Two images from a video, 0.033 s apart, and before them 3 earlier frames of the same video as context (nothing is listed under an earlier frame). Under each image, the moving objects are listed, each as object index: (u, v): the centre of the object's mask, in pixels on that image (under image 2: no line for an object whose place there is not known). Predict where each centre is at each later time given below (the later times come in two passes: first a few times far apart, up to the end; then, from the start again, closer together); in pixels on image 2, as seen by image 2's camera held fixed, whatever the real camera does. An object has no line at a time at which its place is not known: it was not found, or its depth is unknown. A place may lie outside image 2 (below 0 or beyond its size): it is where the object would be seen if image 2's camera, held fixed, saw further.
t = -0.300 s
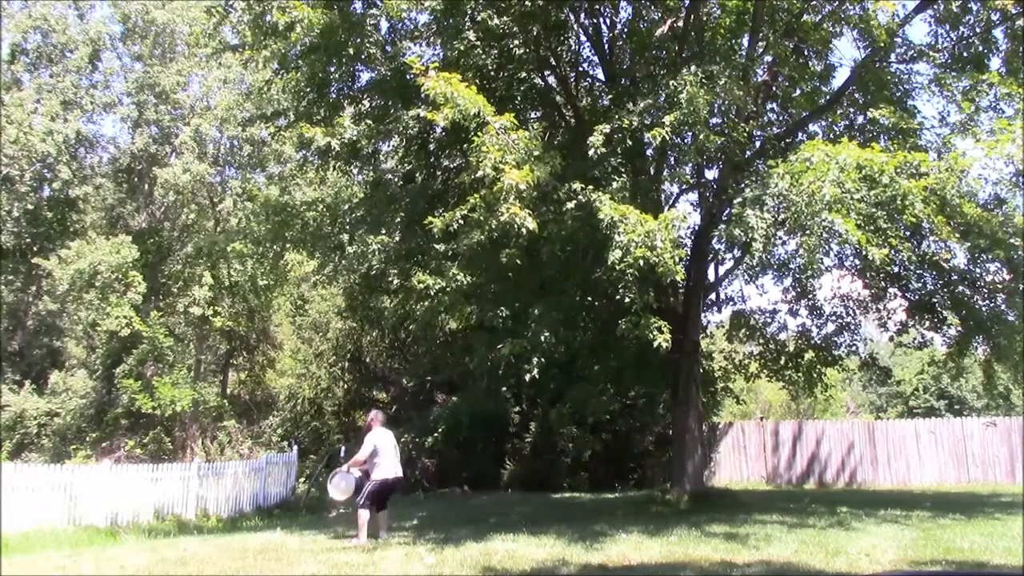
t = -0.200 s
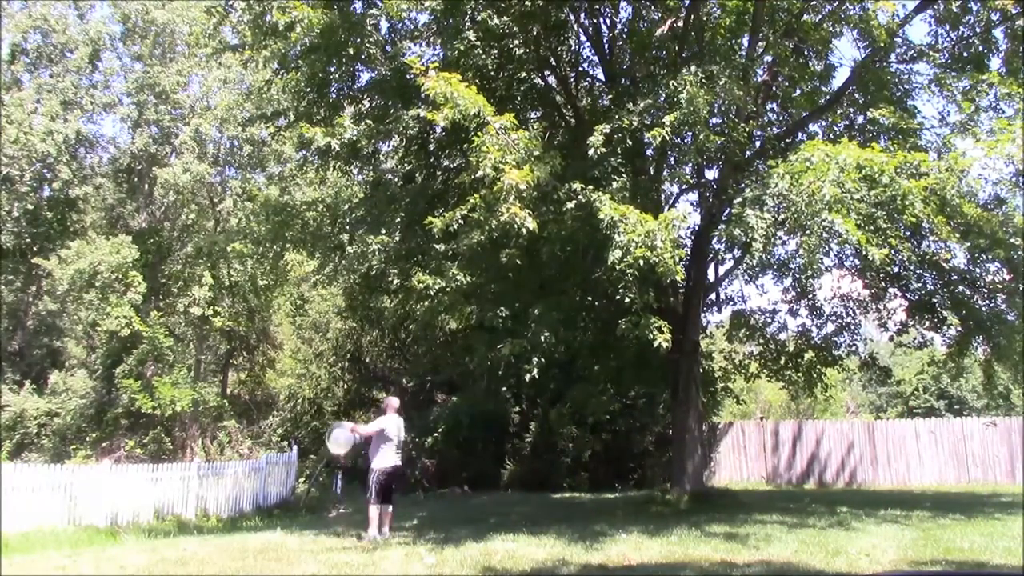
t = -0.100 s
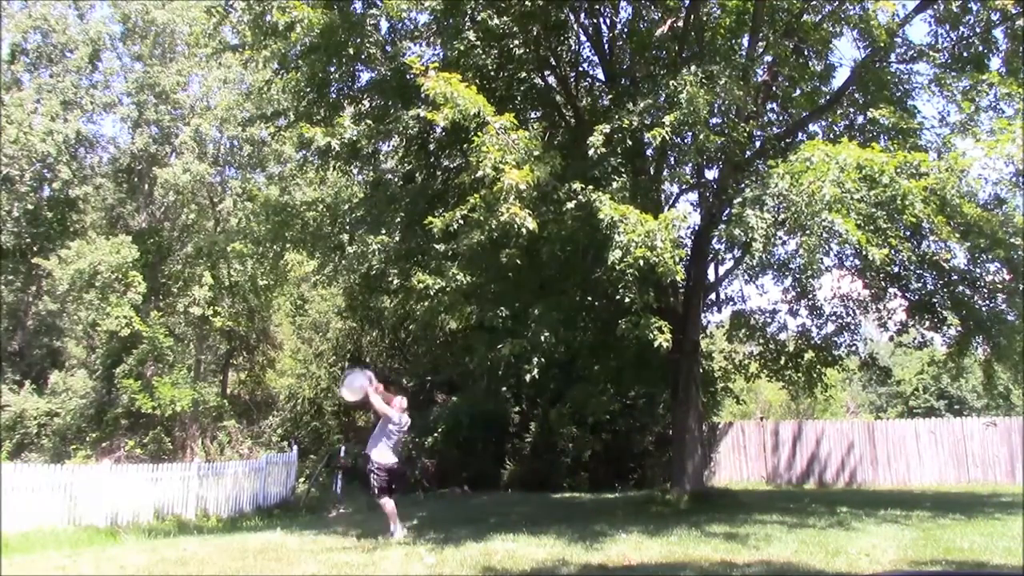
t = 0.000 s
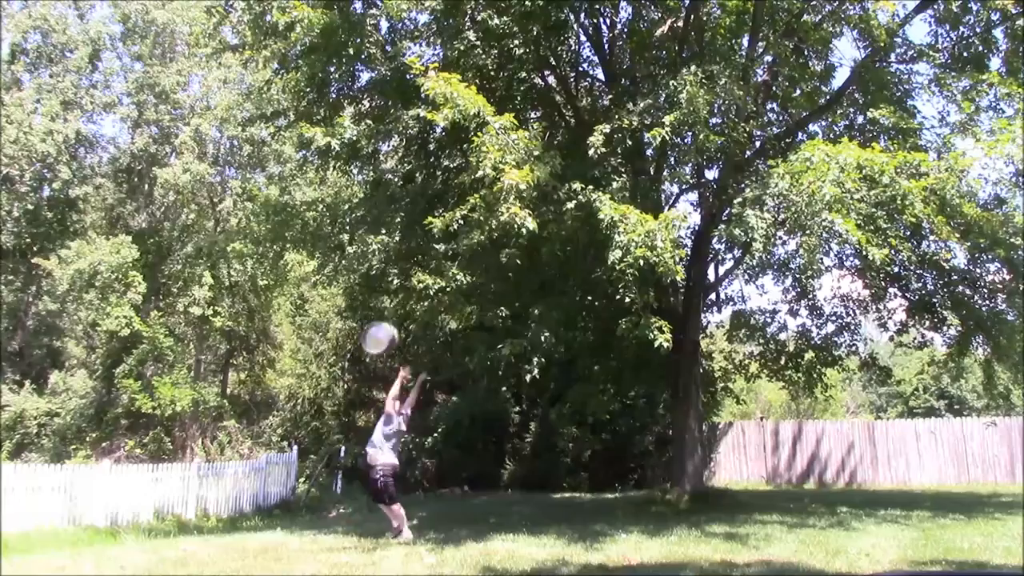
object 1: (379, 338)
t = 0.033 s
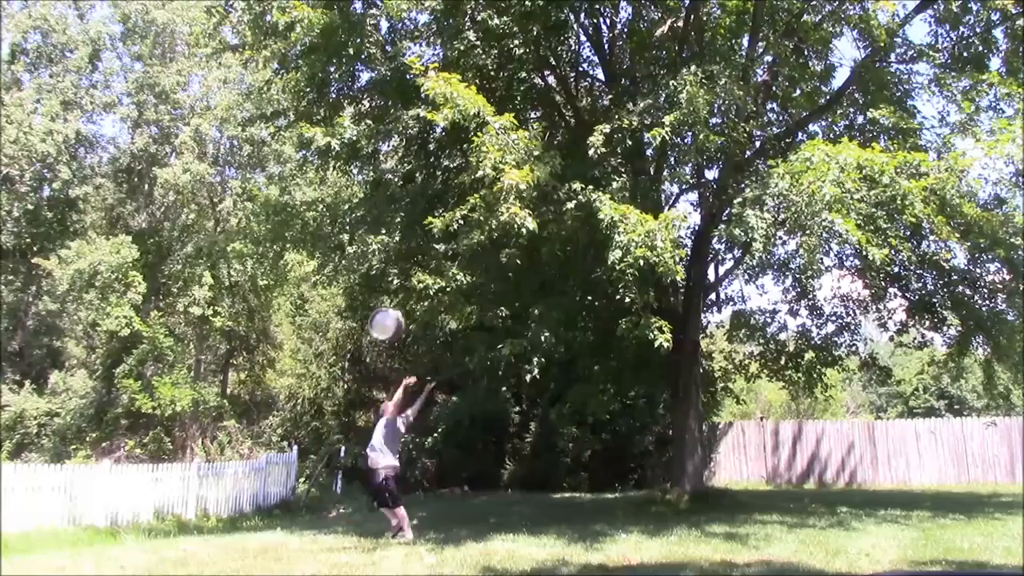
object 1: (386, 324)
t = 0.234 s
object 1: (426, 254)
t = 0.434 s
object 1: (469, 217)
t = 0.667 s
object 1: (530, 207)
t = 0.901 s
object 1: (578, 248)
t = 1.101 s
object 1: (625, 316)
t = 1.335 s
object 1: (683, 443)
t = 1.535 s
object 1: (729, 527)
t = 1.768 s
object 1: (767, 530)
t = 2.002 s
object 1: (806, 532)
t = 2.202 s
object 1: (838, 532)
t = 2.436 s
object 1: (870, 533)
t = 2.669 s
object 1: (901, 535)
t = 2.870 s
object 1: (923, 536)
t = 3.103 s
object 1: (944, 538)
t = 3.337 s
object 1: (962, 539)
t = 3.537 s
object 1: (973, 539)
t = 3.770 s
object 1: (981, 540)
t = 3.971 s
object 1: (983, 539)
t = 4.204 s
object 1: (982, 540)
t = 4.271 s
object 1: (981, 539)
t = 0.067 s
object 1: (392, 310)
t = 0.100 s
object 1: (400, 298)
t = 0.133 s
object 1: (403, 285)
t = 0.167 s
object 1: (411, 273)
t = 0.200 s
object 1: (419, 263)
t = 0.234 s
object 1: (426, 254)
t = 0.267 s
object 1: (434, 246)
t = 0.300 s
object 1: (442, 238)
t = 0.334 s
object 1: (450, 233)
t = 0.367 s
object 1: (457, 227)
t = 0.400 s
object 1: (464, 223)
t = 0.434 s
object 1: (469, 217)
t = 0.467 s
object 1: (477, 215)
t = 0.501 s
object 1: (484, 211)
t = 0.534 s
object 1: (490, 208)
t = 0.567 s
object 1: (494, 206)
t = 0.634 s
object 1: (525, 206)
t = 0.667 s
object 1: (530, 207)
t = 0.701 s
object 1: (535, 207)
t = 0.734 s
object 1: (542, 214)
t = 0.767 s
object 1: (546, 219)
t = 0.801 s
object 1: (551, 225)
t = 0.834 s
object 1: (563, 232)
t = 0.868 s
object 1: (570, 240)
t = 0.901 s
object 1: (578, 248)
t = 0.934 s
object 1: (586, 257)
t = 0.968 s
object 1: (593, 265)
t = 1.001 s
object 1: (599, 276)
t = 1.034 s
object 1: (608, 288)
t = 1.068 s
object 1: (617, 301)
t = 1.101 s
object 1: (625, 316)
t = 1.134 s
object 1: (631, 331)
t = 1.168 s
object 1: (641, 348)
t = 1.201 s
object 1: (649, 364)
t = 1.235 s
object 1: (658, 382)
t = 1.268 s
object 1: (666, 401)
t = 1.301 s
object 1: (674, 422)
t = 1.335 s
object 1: (683, 443)
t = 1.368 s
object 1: (692, 466)
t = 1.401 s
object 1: (700, 491)
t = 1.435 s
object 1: (709, 516)
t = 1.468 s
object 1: (718, 531)
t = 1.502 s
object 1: (723, 529)
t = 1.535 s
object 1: (729, 527)
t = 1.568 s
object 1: (734, 526)
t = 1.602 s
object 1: (740, 525)
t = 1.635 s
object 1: (744, 525)
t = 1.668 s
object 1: (750, 525)
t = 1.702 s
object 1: (756, 526)
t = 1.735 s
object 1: (761, 528)
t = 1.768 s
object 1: (767, 530)
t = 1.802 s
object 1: (773, 531)
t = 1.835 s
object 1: (779, 530)
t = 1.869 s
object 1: (784, 530)
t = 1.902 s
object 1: (790, 530)
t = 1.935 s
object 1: (796, 531)
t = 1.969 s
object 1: (801, 532)
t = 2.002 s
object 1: (806, 532)
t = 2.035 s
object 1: (812, 531)
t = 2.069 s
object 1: (817, 531)
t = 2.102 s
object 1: (822, 532)
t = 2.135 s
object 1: (827, 532)
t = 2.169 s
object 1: (833, 532)
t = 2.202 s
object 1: (838, 532)
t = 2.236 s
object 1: (843, 533)
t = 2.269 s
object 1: (847, 533)
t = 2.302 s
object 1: (852, 534)
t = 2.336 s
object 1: (856, 534)
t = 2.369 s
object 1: (861, 533)
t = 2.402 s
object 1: (865, 533)
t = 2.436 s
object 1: (870, 533)
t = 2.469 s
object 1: (874, 533)
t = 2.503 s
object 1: (879, 534)
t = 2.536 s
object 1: (883, 534)
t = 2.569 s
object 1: (888, 535)
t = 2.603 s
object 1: (893, 535)
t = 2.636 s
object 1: (897, 535)
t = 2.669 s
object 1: (901, 535)
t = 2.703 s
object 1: (905, 535)
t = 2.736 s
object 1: (909, 536)
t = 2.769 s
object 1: (912, 535)
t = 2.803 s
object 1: (916, 535)
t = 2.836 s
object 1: (920, 536)
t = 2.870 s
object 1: (923, 536)
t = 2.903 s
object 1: (926, 537)
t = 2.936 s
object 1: (930, 537)
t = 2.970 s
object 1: (933, 537)
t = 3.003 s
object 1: (936, 537)
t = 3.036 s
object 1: (939, 538)
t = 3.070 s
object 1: (942, 538)
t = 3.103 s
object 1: (944, 538)
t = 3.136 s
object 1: (947, 538)
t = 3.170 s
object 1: (950, 538)
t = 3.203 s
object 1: (952, 538)
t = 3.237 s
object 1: (955, 538)
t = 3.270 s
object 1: (957, 538)
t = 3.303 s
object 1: (960, 539)
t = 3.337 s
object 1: (962, 539)
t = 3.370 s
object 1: (964, 539)
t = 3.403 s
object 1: (966, 539)
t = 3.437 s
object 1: (968, 539)
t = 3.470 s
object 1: (970, 539)
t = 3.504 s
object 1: (972, 539)
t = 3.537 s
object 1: (973, 539)
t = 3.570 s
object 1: (975, 539)
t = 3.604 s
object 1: (977, 539)
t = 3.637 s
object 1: (978, 539)
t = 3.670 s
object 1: (979, 539)
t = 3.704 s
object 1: (980, 539)
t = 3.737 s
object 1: (981, 540)
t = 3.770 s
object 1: (981, 540)
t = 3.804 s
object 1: (982, 540)
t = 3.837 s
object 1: (982, 540)
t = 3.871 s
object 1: (983, 540)
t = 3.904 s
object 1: (983, 540)
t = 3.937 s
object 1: (983, 540)
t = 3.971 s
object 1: (983, 539)
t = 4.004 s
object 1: (983, 539)
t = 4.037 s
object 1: (983, 540)
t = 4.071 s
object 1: (983, 539)
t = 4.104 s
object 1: (983, 539)
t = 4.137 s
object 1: (983, 539)
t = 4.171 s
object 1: (983, 539)
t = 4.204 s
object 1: (982, 540)
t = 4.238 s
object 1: (982, 540)
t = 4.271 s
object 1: (981, 539)
